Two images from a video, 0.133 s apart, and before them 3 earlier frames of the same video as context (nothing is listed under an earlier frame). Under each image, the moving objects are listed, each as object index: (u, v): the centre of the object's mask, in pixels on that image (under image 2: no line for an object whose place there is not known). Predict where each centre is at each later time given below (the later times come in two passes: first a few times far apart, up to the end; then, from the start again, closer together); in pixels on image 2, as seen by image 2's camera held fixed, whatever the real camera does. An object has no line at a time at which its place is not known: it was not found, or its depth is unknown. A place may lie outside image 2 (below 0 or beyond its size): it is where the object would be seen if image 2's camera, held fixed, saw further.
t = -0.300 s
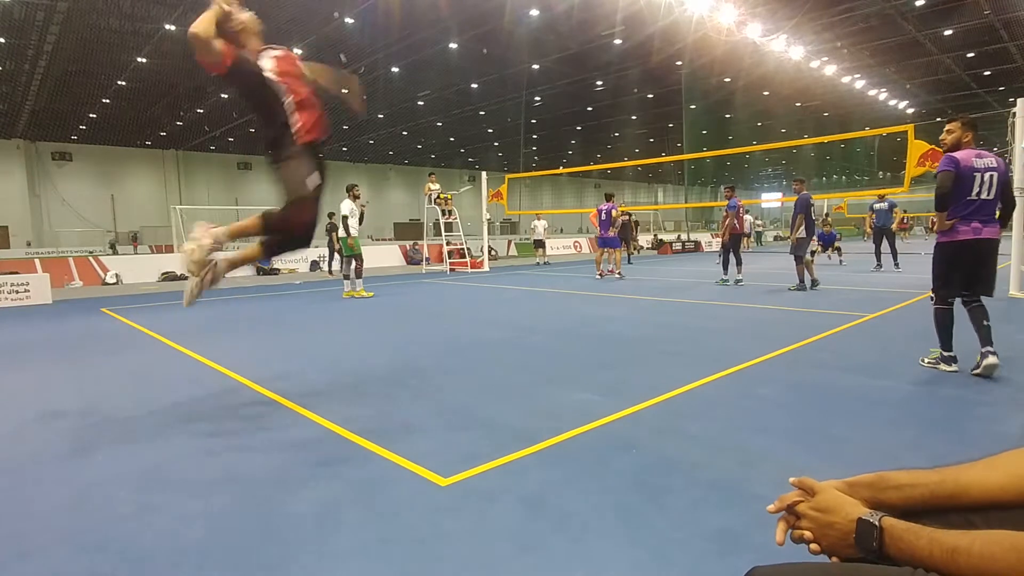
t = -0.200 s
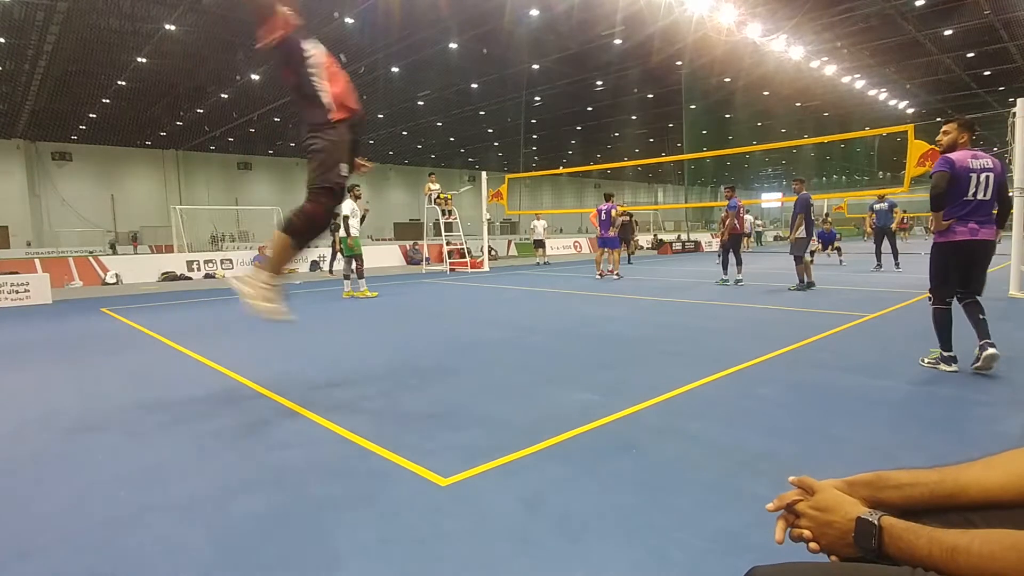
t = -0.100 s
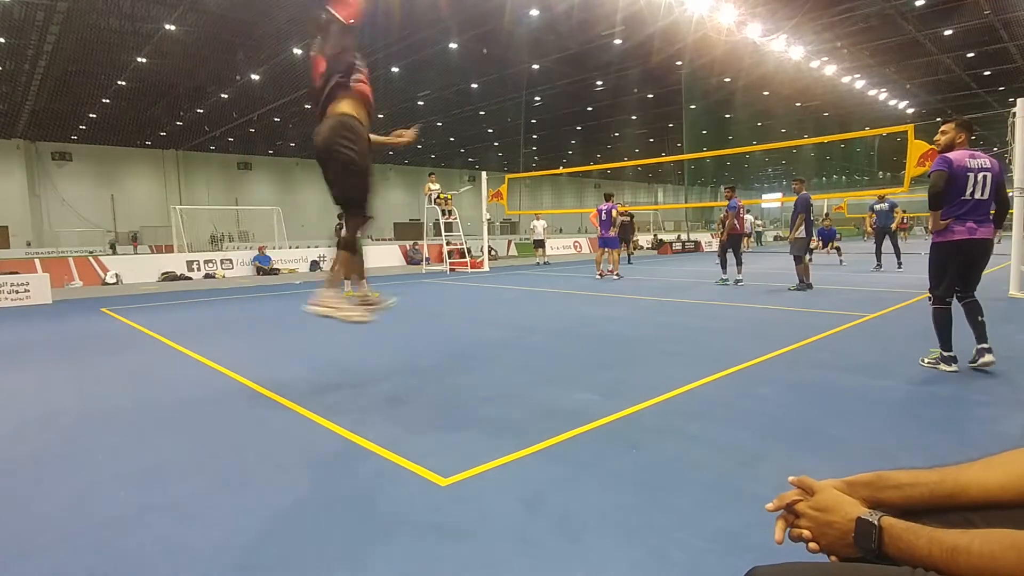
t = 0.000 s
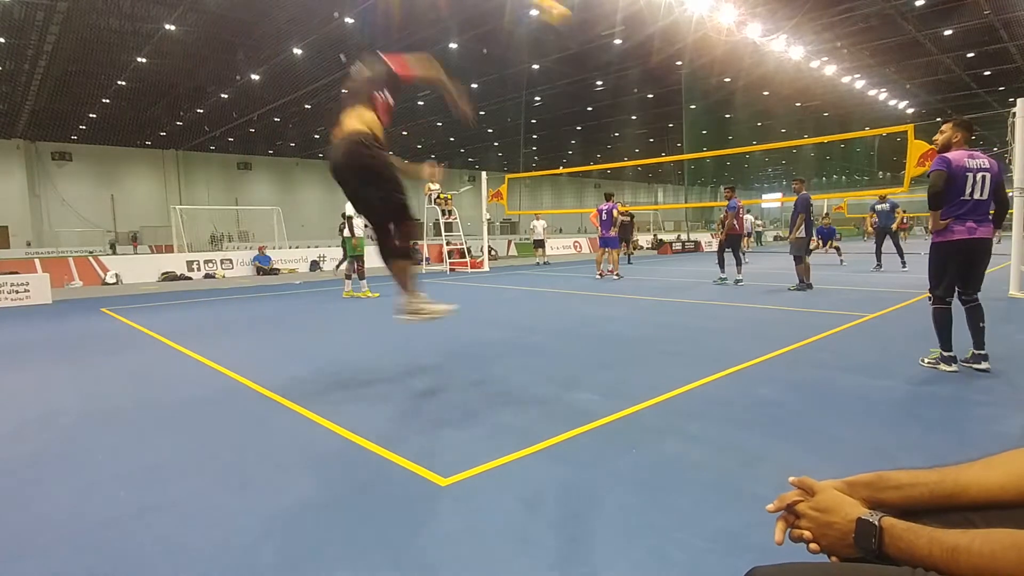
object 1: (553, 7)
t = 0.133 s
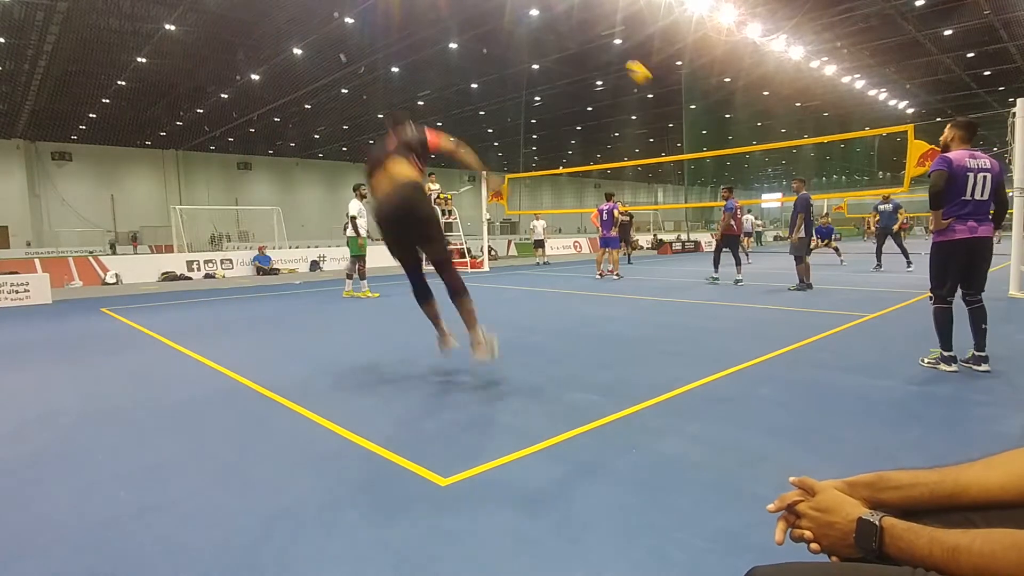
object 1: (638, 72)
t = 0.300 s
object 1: (689, 133)
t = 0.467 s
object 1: (711, 183)
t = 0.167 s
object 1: (651, 85)
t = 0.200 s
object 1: (663, 98)
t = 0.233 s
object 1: (673, 109)
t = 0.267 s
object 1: (681, 121)
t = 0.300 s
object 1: (689, 133)
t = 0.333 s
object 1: (695, 143)
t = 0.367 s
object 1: (701, 154)
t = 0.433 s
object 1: (709, 174)
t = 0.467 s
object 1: (711, 183)
